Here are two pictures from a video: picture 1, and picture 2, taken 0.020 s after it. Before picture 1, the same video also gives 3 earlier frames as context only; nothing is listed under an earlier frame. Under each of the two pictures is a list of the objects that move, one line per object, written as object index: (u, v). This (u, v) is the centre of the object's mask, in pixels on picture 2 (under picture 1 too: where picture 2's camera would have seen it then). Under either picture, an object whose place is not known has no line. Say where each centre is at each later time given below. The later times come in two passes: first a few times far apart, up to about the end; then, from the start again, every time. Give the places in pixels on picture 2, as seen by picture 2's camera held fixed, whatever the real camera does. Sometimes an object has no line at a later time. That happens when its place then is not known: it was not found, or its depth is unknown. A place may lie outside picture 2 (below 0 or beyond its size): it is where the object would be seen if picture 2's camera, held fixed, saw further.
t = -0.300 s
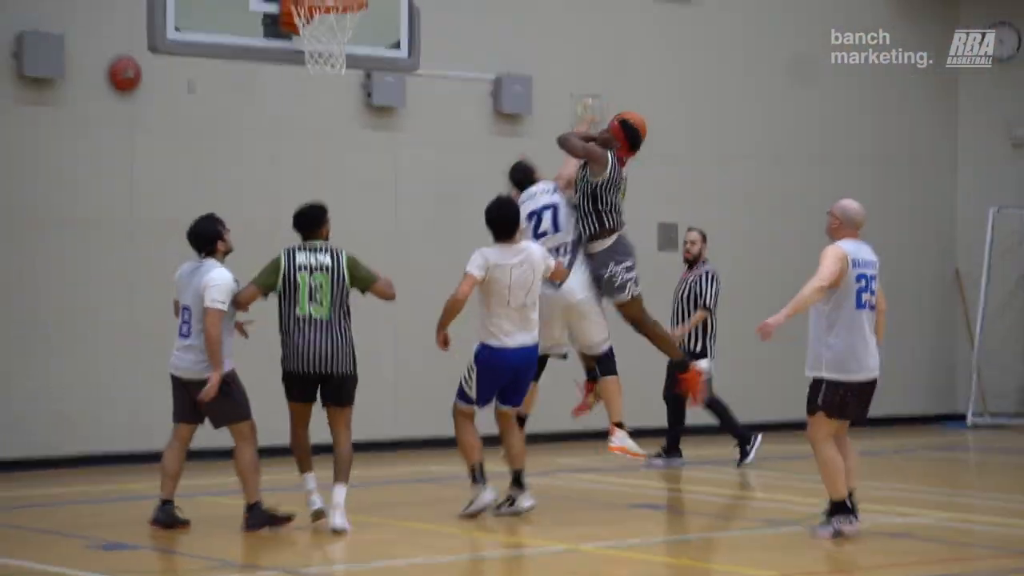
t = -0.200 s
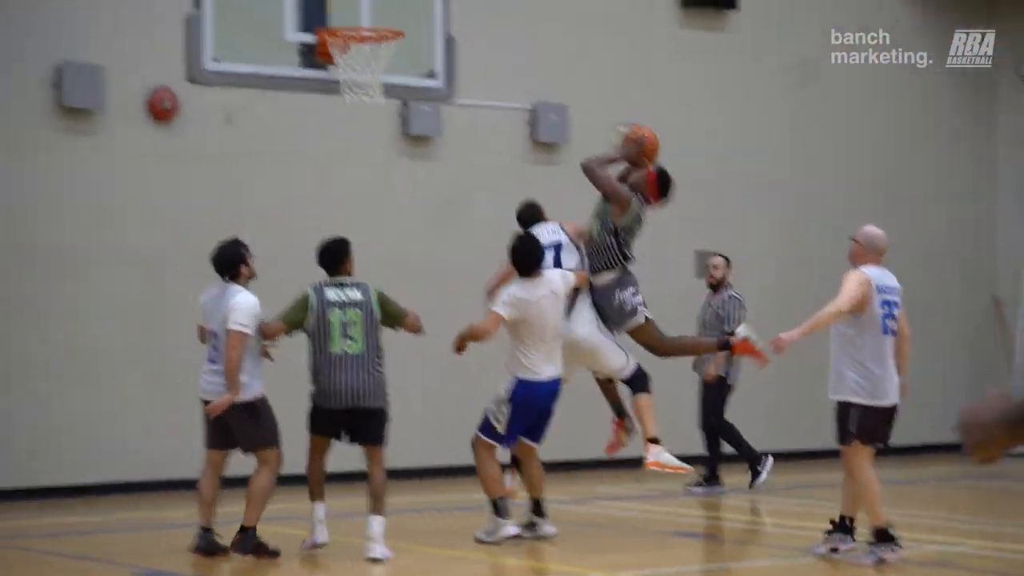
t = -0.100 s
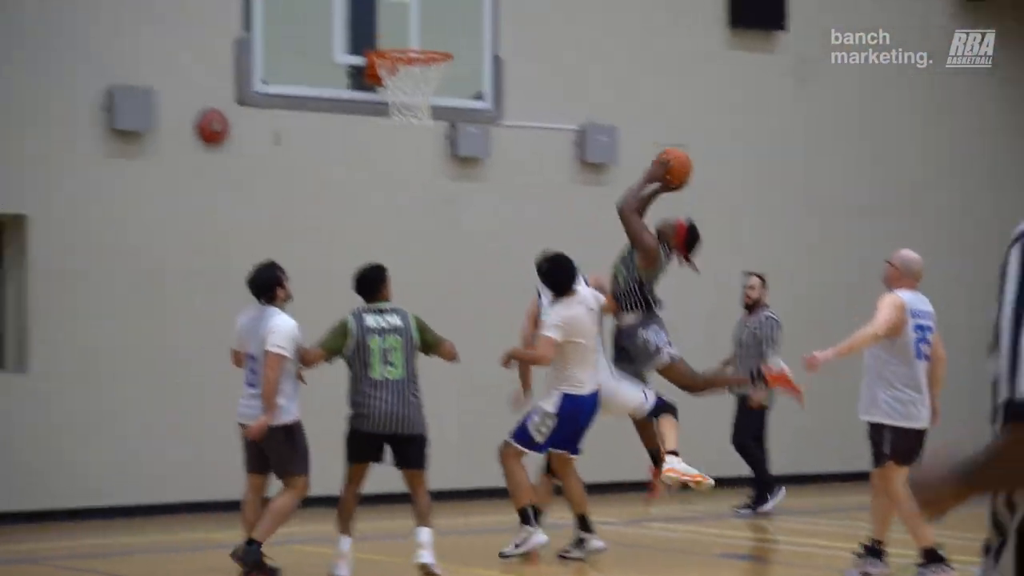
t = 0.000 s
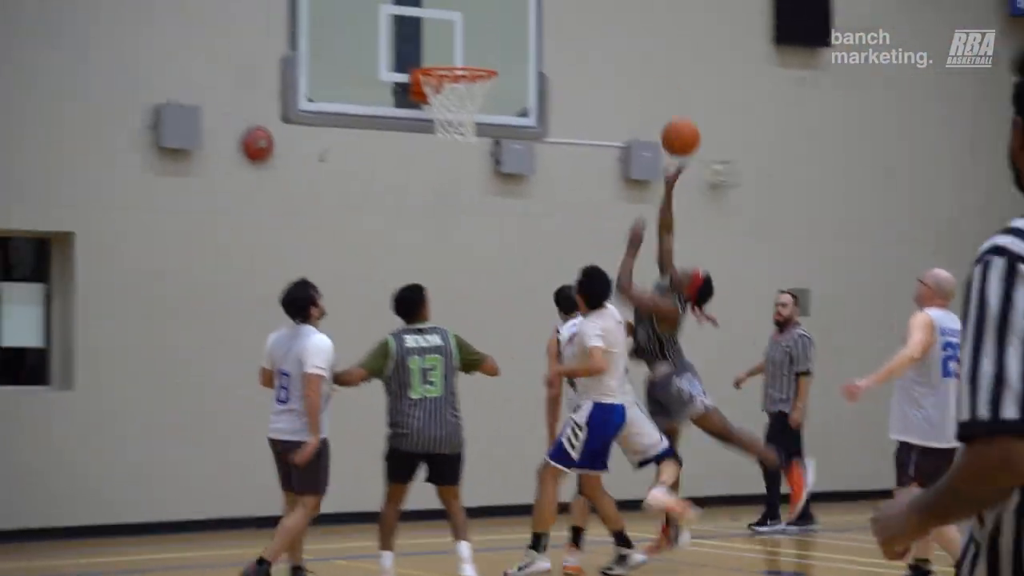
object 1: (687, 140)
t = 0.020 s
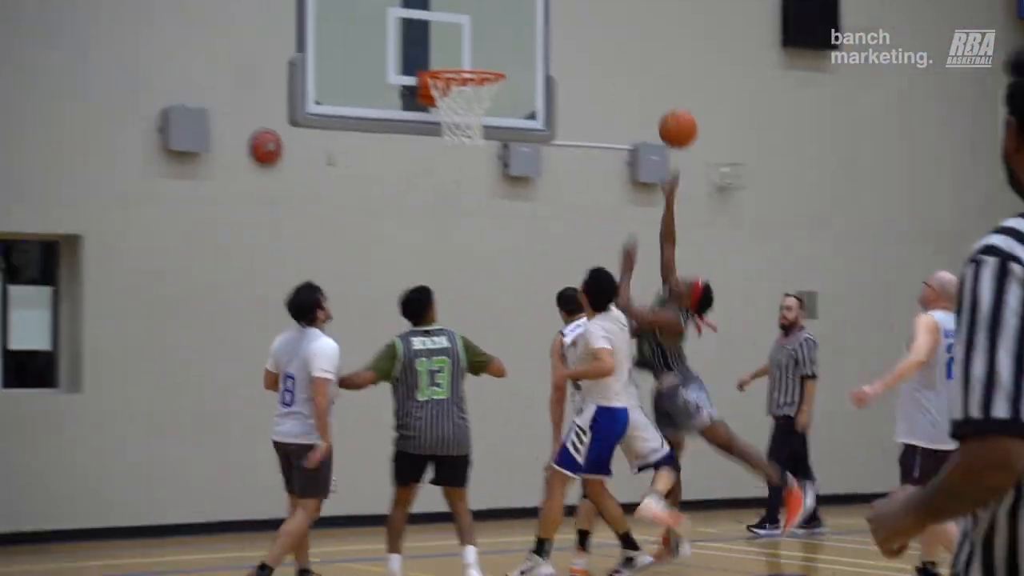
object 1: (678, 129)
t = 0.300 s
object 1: (537, 34)
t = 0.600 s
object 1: (474, 57)
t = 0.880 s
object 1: (463, 166)
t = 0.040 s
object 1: (667, 118)
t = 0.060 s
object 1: (657, 107)
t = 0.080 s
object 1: (647, 98)
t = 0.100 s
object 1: (637, 89)
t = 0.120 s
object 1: (627, 80)
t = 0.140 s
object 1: (617, 73)
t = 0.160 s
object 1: (608, 65)
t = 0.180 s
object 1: (598, 59)
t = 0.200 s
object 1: (588, 53)
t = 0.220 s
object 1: (578, 48)
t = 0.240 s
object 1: (569, 44)
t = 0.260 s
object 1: (558, 40)
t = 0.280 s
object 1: (548, 37)
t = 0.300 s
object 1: (537, 34)
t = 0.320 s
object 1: (527, 31)
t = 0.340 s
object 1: (517, 30)
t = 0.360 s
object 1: (507, 30)
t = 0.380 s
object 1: (497, 29)
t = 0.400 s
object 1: (487, 30)
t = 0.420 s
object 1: (481, 31)
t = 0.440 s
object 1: (480, 32)
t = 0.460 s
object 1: (479, 33)
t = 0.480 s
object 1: (478, 35)
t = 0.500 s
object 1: (478, 38)
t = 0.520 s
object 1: (477, 41)
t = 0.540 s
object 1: (476, 45)
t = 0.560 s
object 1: (476, 49)
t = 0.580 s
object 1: (475, 53)
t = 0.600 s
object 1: (474, 57)
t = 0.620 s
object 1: (473, 64)
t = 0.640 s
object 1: (475, 75)
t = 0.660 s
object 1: (473, 85)
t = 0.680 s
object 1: (472, 93)
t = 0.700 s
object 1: (470, 98)
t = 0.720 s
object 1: (468, 105)
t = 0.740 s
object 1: (467, 111)
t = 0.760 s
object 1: (467, 118)
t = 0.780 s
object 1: (466, 133)
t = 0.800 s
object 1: (465, 136)
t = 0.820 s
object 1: (465, 141)
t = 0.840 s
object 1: (464, 147)
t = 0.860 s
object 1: (463, 157)
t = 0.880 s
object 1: (463, 166)
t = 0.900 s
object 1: (462, 177)
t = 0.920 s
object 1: (462, 188)
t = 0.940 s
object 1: (461, 199)
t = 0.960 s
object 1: (459, 210)
